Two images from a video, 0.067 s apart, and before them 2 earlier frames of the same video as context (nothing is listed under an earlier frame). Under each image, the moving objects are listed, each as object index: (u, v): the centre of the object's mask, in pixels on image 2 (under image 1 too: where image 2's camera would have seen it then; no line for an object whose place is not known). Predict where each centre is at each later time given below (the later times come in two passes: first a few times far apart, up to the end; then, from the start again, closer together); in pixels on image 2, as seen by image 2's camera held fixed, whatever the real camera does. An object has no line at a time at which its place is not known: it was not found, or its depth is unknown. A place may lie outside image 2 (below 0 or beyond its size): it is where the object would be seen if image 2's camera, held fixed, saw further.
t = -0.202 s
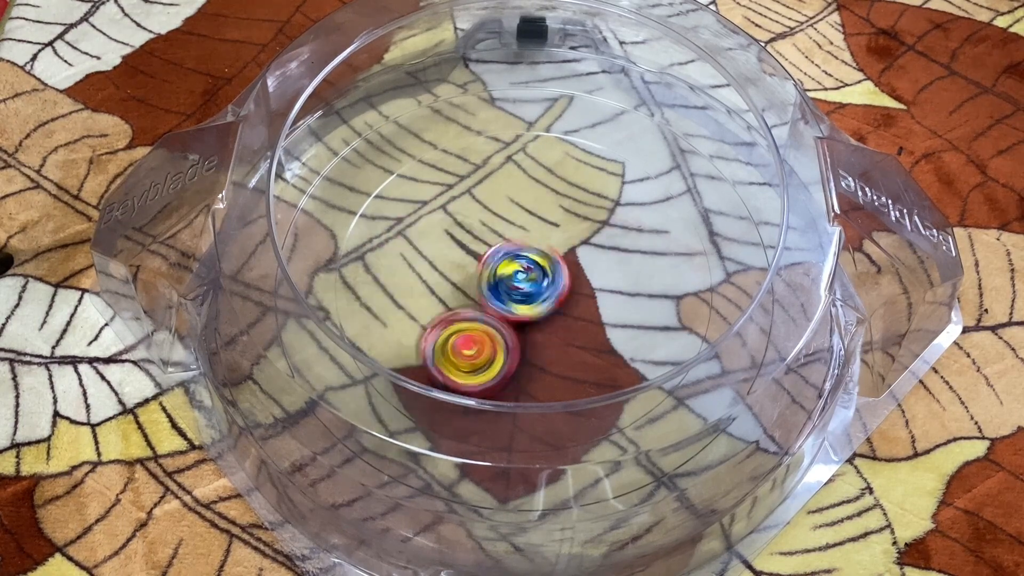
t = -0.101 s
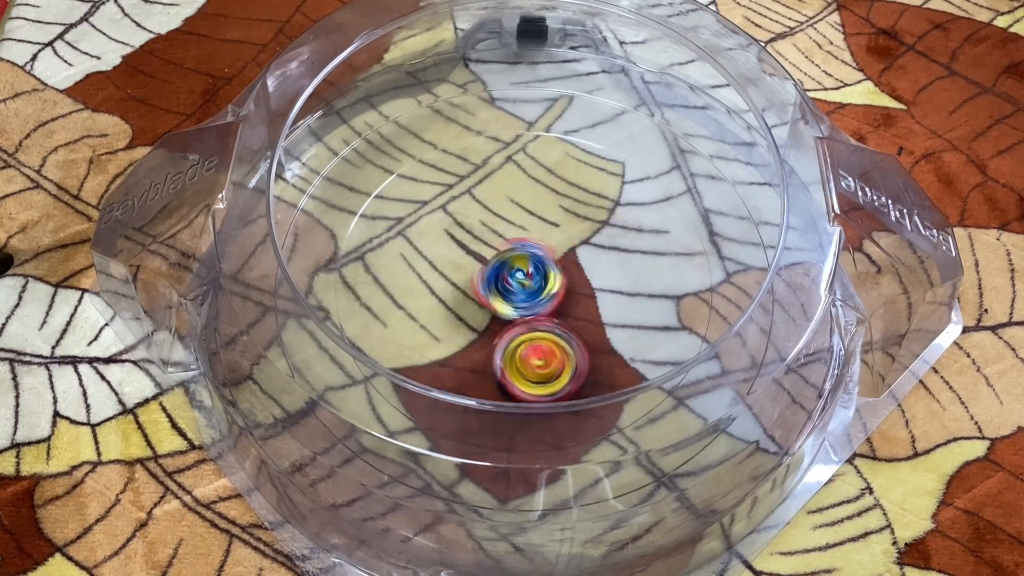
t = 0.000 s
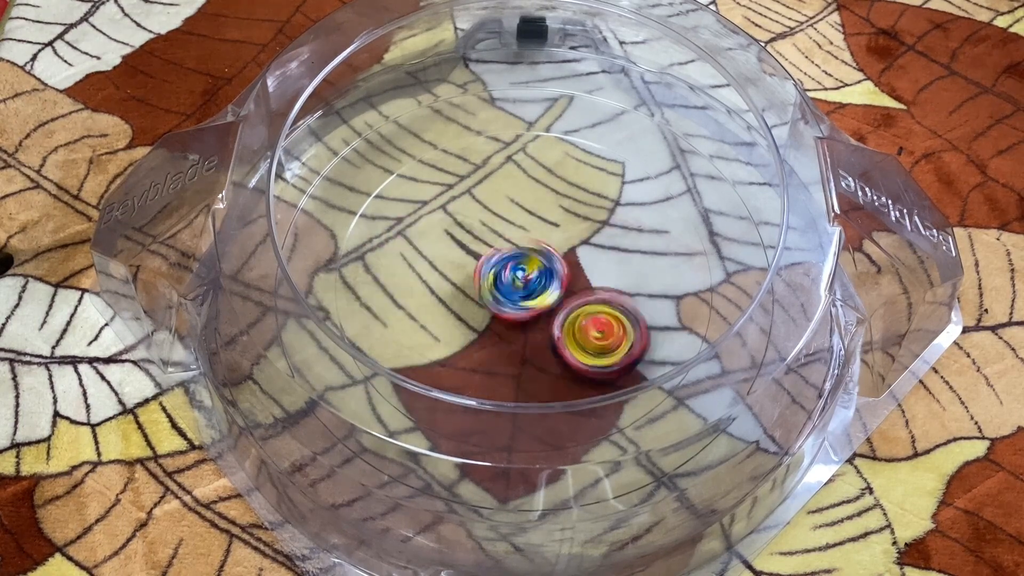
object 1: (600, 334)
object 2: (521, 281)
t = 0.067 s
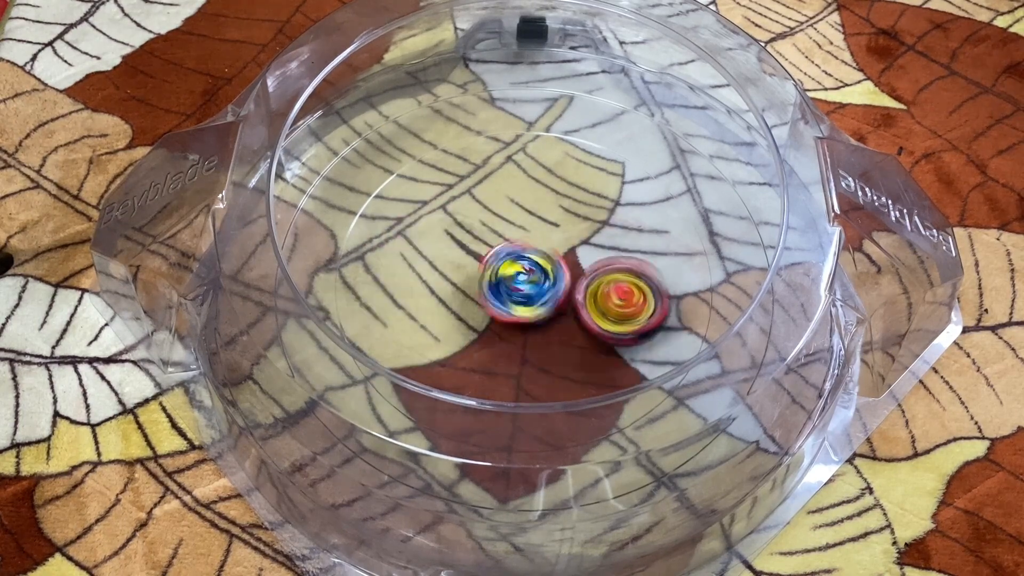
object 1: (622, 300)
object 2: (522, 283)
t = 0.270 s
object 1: (583, 204)
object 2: (521, 282)
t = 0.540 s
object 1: (430, 238)
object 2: (521, 281)
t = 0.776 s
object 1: (480, 349)
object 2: (524, 280)
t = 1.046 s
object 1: (625, 299)
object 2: (520, 280)
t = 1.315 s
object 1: (547, 194)
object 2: (524, 282)
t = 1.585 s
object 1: (424, 258)
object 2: (520, 282)
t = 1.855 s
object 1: (516, 359)
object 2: (525, 282)
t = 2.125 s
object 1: (629, 287)
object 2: (523, 280)
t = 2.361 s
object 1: (563, 199)
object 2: (524, 276)
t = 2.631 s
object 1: (447, 200)
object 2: (509, 284)
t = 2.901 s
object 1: (433, 292)
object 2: (518, 297)
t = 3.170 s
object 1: (483, 315)
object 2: (588, 283)
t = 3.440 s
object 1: (460, 250)
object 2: (570, 294)
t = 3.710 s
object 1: (454, 206)
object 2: (546, 296)
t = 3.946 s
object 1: (478, 191)
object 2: (547, 297)
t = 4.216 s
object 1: (537, 217)
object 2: (544, 308)
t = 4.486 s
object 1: (585, 208)
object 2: (530, 297)
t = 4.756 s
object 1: (590, 223)
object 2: (525, 305)
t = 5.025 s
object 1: (572, 260)
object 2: (509, 321)
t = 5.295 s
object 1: (571, 298)
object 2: (484, 298)
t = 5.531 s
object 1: (572, 302)
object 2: (493, 292)
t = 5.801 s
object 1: (572, 294)
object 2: (495, 290)
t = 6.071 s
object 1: (571, 294)
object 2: (495, 290)
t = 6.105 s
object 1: (572, 293)
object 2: (495, 290)
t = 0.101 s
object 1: (626, 282)
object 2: (522, 281)
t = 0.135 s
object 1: (625, 264)
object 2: (525, 282)
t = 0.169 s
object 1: (620, 247)
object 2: (522, 282)
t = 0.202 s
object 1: (611, 231)
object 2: (523, 280)
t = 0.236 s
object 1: (598, 216)
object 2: (525, 282)
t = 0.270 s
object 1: (583, 204)
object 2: (521, 282)
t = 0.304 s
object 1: (547, 188)
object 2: (523, 283)
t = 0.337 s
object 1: (527, 185)
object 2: (520, 281)
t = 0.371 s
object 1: (507, 185)
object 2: (524, 280)
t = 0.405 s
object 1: (487, 191)
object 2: (523, 283)
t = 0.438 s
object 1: (470, 198)
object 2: (521, 281)
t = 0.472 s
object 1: (453, 208)
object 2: (524, 281)
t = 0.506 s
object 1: (440, 222)
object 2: (522, 283)
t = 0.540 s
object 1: (430, 238)
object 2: (521, 281)
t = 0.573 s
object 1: (424, 255)
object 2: (524, 281)
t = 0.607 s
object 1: (421, 274)
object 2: (522, 282)
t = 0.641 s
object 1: (425, 292)
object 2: (520, 280)
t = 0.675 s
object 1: (433, 310)
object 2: (524, 281)
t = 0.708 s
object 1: (445, 326)
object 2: (522, 282)
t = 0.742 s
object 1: (461, 339)
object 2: (522, 279)
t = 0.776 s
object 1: (480, 349)
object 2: (524, 280)
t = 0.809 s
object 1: (501, 356)
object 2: (522, 280)
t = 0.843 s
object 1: (523, 359)
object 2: (520, 279)
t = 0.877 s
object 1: (546, 358)
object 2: (524, 280)
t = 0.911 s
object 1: (567, 353)
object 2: (521, 282)
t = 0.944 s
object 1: (588, 343)
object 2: (520, 280)
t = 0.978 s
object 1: (604, 331)
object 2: (523, 280)
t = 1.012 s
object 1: (617, 316)
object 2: (521, 282)
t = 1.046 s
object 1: (625, 299)
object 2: (520, 280)
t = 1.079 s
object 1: (628, 282)
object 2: (524, 280)
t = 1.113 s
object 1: (626, 265)
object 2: (523, 282)
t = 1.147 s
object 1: (622, 247)
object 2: (521, 280)
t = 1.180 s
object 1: (612, 232)
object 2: (525, 280)
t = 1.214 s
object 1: (600, 219)
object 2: (524, 283)
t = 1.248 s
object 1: (585, 207)
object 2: (520, 281)
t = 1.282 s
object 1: (568, 200)
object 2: (524, 280)
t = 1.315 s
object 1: (547, 194)
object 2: (524, 282)
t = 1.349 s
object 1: (526, 192)
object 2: (520, 281)
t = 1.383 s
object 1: (506, 194)
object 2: (522, 279)
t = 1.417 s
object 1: (488, 199)
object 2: (524, 282)
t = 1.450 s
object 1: (470, 207)
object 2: (521, 282)
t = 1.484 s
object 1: (454, 217)
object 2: (521, 280)
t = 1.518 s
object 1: (441, 228)
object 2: (524, 283)
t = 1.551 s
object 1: (431, 243)
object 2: (522, 285)
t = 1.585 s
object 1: (424, 258)
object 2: (520, 282)
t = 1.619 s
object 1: (421, 275)
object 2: (524, 282)
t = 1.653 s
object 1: (423, 292)
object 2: (524, 285)
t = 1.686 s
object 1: (430, 309)
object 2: (520, 284)
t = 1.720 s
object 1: (440, 324)
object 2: (521, 282)
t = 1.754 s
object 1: (455, 338)
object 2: (523, 282)
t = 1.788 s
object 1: (473, 348)
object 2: (523, 282)
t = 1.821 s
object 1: (494, 356)
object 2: (523, 281)
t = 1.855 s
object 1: (516, 359)
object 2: (525, 282)
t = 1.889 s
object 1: (537, 360)
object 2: (522, 283)
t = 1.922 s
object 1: (556, 360)
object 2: (521, 280)
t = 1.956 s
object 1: (577, 355)
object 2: (526, 279)
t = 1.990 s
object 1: (594, 347)
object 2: (527, 282)
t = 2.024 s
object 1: (609, 335)
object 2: (525, 283)
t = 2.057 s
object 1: (621, 320)
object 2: (523, 281)
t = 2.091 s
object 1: (628, 302)
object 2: (523, 280)
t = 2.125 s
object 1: (629, 287)
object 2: (523, 280)
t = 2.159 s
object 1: (626, 269)
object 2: (524, 279)
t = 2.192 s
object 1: (621, 254)
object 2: (527, 279)
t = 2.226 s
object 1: (615, 239)
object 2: (525, 279)
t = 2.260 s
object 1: (606, 225)
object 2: (524, 279)
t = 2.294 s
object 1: (595, 214)
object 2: (522, 277)
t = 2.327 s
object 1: (579, 204)
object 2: (523, 275)
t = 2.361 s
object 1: (563, 199)
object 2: (524, 276)
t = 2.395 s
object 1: (552, 187)
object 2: (515, 280)
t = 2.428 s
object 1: (538, 179)
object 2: (511, 284)
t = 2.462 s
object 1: (524, 176)
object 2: (505, 284)
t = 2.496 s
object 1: (507, 175)
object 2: (501, 282)
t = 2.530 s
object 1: (492, 179)
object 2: (500, 279)
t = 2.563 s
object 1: (475, 186)
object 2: (501, 277)
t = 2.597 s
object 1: (461, 197)
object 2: (504, 276)
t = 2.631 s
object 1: (447, 200)
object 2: (509, 284)
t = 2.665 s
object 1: (435, 203)
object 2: (515, 293)
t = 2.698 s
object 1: (425, 210)
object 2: (516, 300)
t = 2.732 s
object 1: (417, 222)
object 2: (514, 301)
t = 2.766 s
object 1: (412, 236)
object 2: (513, 300)
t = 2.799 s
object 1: (411, 253)
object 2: (512, 298)
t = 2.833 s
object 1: (417, 269)
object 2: (513, 295)
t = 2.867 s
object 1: (426, 284)
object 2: (515, 294)
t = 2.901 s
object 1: (433, 292)
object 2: (518, 297)
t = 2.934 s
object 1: (437, 298)
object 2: (526, 302)
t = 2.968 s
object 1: (443, 303)
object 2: (541, 308)
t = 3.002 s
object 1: (450, 308)
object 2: (554, 309)
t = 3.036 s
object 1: (459, 315)
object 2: (563, 305)
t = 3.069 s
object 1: (476, 320)
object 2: (568, 299)
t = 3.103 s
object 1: (482, 321)
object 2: (577, 292)
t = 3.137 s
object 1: (483, 317)
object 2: (588, 283)
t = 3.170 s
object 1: (483, 315)
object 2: (588, 283)
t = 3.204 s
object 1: (484, 311)
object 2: (585, 282)
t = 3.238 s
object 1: (486, 305)
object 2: (581, 282)
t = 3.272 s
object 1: (480, 296)
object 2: (577, 285)
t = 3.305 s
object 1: (475, 286)
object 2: (576, 290)
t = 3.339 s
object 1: (471, 277)
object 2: (574, 291)
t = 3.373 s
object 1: (469, 269)
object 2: (566, 289)
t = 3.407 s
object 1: (463, 258)
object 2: (569, 291)
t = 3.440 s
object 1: (460, 250)
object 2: (570, 294)
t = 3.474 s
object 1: (457, 244)
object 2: (568, 296)
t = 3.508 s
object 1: (455, 239)
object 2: (567, 296)
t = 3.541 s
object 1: (453, 233)
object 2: (564, 297)
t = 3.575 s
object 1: (452, 228)
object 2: (561, 297)
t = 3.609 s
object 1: (451, 222)
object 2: (555, 297)
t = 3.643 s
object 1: (451, 217)
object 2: (550, 297)
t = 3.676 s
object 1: (453, 212)
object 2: (547, 296)
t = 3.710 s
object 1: (454, 206)
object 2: (546, 296)
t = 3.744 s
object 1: (456, 201)
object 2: (547, 296)
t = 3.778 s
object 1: (459, 196)
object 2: (547, 297)
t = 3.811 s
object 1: (462, 191)
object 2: (547, 297)
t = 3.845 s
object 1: (466, 188)
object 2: (547, 297)
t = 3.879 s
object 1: (469, 187)
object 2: (547, 297)
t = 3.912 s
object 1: (474, 188)
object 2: (547, 297)
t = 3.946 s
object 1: (478, 191)
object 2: (547, 297)
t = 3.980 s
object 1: (484, 196)
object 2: (547, 297)
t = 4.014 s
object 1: (490, 202)
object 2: (547, 297)
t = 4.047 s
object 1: (497, 210)
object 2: (547, 297)
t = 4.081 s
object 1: (504, 218)
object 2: (547, 297)
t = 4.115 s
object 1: (515, 221)
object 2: (547, 301)
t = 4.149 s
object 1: (524, 219)
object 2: (546, 308)
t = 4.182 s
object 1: (532, 218)
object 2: (545, 309)
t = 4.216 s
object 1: (537, 217)
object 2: (544, 308)
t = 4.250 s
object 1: (544, 217)
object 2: (542, 307)
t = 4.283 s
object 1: (550, 217)
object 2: (539, 306)
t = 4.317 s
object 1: (556, 218)
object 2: (535, 303)
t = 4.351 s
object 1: (563, 219)
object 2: (534, 300)
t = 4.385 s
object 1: (572, 215)
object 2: (530, 301)
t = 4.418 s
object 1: (577, 211)
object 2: (530, 300)
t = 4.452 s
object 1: (582, 210)
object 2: (530, 299)
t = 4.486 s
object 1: (585, 208)
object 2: (530, 297)
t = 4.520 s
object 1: (588, 208)
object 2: (531, 296)
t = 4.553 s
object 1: (590, 209)
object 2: (532, 294)
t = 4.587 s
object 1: (589, 210)
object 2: (534, 293)
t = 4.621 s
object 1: (587, 215)
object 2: (536, 292)
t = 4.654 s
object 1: (586, 218)
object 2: (535, 293)
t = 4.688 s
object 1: (590, 218)
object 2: (527, 299)
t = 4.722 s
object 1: (590, 219)
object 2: (523, 303)
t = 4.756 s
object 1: (590, 223)
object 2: (525, 305)
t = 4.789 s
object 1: (587, 227)
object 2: (527, 307)
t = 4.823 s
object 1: (584, 233)
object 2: (528, 308)
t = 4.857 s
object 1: (579, 240)
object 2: (528, 310)
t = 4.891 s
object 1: (576, 243)
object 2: (525, 312)
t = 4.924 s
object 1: (576, 248)
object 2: (520, 317)
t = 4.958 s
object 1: (573, 254)
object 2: (516, 320)
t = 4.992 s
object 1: (571, 258)
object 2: (514, 321)
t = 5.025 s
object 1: (572, 260)
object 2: (509, 321)
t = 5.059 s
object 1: (571, 265)
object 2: (505, 321)
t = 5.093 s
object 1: (570, 269)
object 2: (503, 319)
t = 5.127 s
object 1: (571, 274)
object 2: (493, 316)
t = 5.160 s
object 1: (569, 278)
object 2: (488, 314)
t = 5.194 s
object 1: (569, 279)
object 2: (489, 309)
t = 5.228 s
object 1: (568, 283)
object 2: (491, 304)
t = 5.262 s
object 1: (569, 289)
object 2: (487, 300)
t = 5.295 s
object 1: (571, 298)
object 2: (484, 298)
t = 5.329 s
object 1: (576, 304)
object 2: (485, 296)
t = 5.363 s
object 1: (579, 308)
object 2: (484, 296)
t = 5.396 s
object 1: (581, 309)
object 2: (485, 296)
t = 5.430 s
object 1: (581, 309)
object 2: (486, 296)
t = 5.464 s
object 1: (580, 308)
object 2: (488, 295)
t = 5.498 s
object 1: (576, 306)
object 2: (489, 294)
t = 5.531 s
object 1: (572, 302)
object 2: (493, 292)
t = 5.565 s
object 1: (572, 297)
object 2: (496, 291)
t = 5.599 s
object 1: (574, 294)
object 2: (496, 290)
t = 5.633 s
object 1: (574, 293)
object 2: (495, 290)
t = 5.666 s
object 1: (574, 292)
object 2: (495, 290)
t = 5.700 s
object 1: (574, 292)
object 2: (495, 290)
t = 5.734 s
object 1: (574, 292)
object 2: (495, 290)
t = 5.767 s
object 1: (573, 293)
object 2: (495, 290)
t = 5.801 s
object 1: (572, 294)
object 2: (495, 290)
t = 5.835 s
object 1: (571, 296)
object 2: (495, 290)
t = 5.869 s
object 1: (570, 297)
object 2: (495, 290)
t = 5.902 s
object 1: (569, 298)
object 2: (495, 290)
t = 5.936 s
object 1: (569, 299)
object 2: (495, 290)
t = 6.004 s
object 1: (569, 297)
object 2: (495, 290)
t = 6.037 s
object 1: (570, 296)
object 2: (495, 290)
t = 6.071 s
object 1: (571, 294)
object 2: (495, 290)
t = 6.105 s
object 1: (572, 293)
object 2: (495, 290)
